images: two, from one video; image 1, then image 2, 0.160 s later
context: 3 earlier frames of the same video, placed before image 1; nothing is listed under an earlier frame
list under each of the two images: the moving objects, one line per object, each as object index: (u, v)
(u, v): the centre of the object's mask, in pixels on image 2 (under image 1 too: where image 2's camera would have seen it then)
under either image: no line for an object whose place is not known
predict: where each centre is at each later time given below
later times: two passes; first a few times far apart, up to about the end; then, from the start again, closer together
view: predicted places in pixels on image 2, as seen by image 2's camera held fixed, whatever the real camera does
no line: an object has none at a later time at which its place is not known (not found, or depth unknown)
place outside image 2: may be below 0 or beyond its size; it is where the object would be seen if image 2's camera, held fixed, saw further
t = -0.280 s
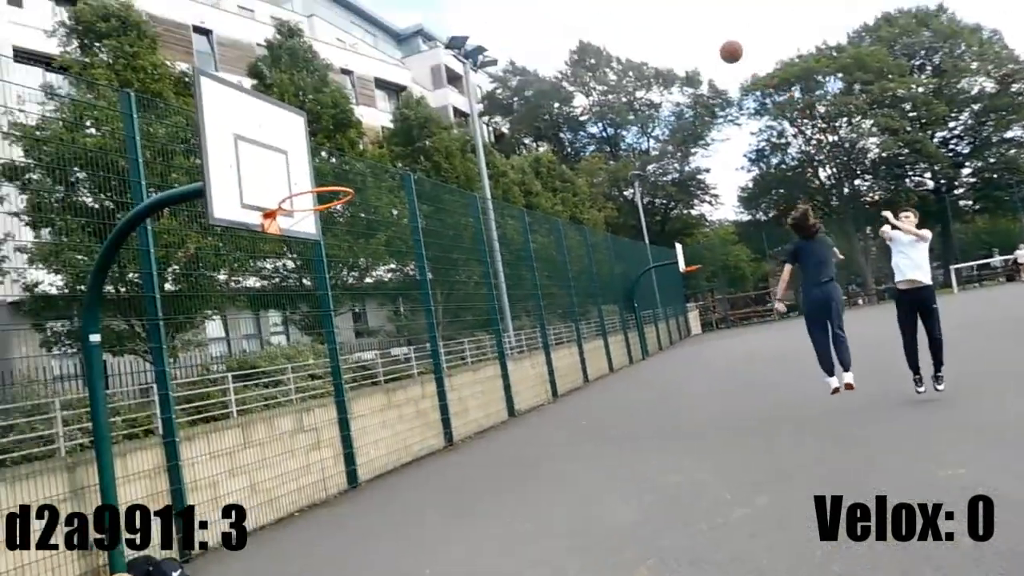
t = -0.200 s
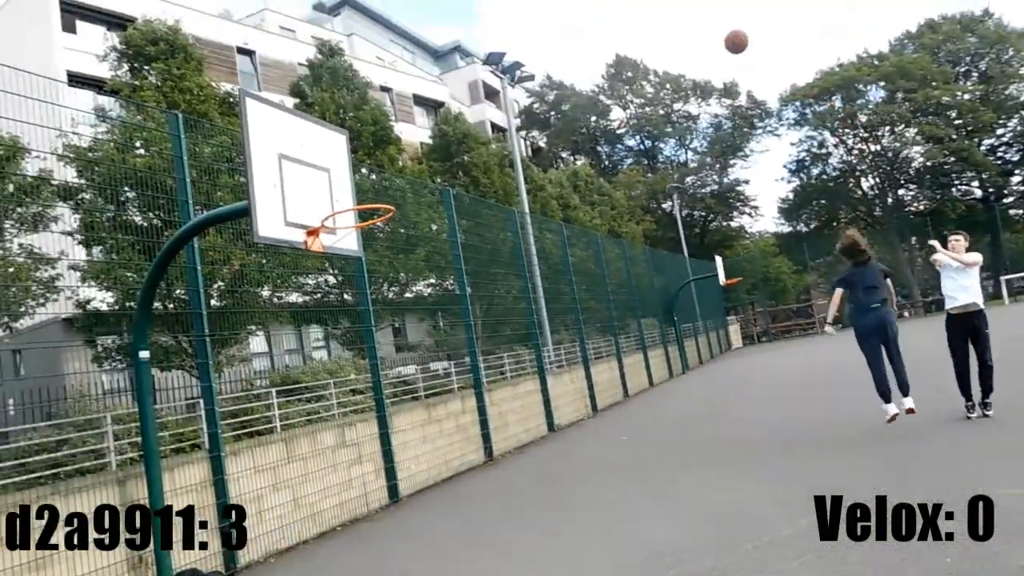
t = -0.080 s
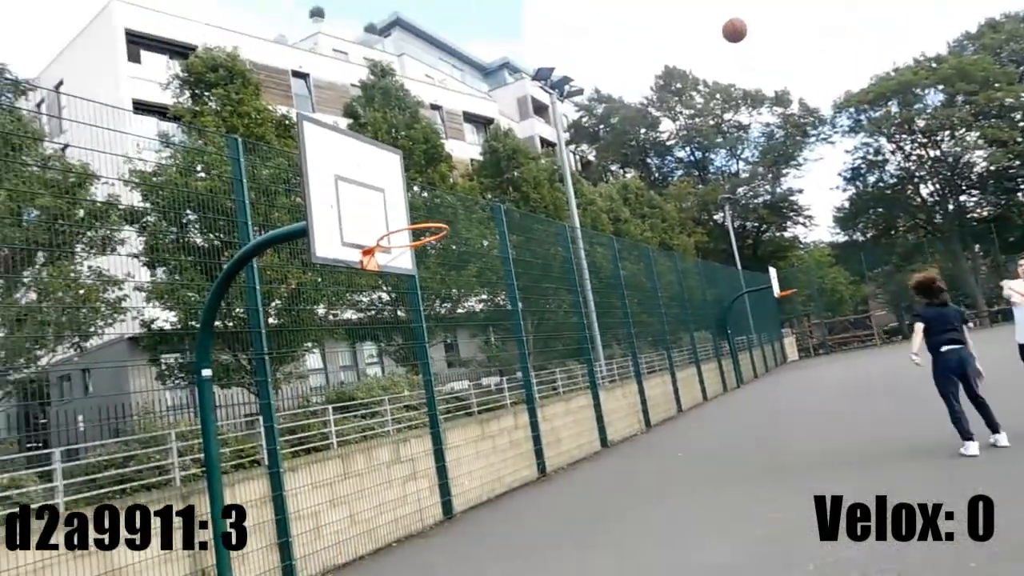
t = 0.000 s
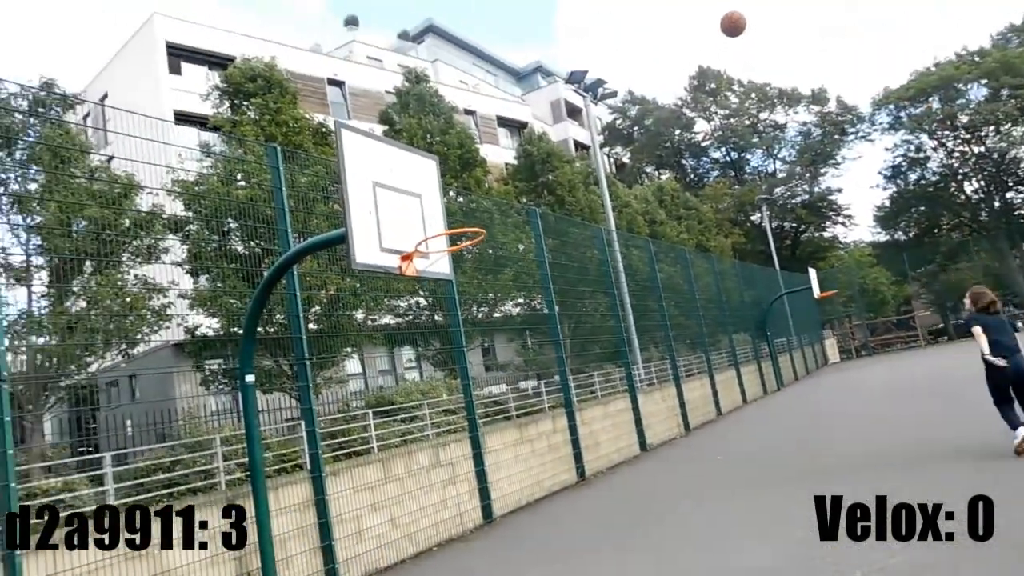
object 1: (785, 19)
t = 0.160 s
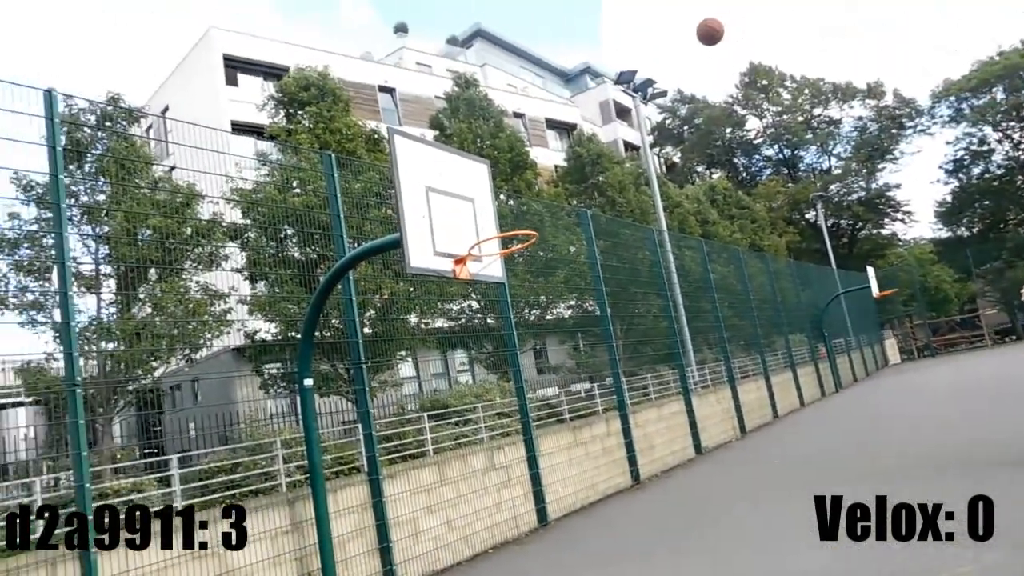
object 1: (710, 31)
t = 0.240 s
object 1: (673, 48)
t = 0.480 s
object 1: (561, 148)
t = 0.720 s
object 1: (481, 192)
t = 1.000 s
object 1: (533, 121)
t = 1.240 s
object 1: (600, 141)
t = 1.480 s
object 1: (692, 259)
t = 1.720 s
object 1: (830, 508)
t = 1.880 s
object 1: (874, 563)
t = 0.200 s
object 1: (691, 39)
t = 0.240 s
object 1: (673, 48)
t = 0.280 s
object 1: (654, 60)
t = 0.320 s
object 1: (636, 73)
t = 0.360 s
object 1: (618, 89)
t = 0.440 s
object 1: (581, 126)
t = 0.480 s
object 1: (561, 148)
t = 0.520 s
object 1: (541, 174)
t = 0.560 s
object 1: (520, 201)
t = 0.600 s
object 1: (499, 231)
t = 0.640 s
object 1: (481, 227)
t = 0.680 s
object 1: (477, 210)
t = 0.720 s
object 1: (481, 192)
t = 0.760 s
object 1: (487, 176)
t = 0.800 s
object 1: (493, 162)
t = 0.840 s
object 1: (503, 150)
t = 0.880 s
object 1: (508, 140)
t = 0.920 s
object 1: (517, 131)
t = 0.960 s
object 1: (525, 125)
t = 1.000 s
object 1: (533, 121)
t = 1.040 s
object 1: (543, 119)
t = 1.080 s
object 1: (552, 119)
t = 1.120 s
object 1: (564, 121)
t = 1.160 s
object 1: (574, 125)
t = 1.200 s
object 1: (585, 133)
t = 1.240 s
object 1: (600, 141)
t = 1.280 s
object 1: (613, 153)
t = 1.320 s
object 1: (626, 169)
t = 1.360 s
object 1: (638, 186)
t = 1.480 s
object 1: (692, 259)
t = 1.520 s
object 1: (712, 289)
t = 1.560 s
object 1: (733, 324)
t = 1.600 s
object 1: (754, 363)
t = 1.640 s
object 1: (777, 408)
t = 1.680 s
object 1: (803, 455)
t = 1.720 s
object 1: (830, 508)
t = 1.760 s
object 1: (860, 567)
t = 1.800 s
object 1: (891, 629)
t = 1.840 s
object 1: (888, 610)
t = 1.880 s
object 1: (874, 563)
